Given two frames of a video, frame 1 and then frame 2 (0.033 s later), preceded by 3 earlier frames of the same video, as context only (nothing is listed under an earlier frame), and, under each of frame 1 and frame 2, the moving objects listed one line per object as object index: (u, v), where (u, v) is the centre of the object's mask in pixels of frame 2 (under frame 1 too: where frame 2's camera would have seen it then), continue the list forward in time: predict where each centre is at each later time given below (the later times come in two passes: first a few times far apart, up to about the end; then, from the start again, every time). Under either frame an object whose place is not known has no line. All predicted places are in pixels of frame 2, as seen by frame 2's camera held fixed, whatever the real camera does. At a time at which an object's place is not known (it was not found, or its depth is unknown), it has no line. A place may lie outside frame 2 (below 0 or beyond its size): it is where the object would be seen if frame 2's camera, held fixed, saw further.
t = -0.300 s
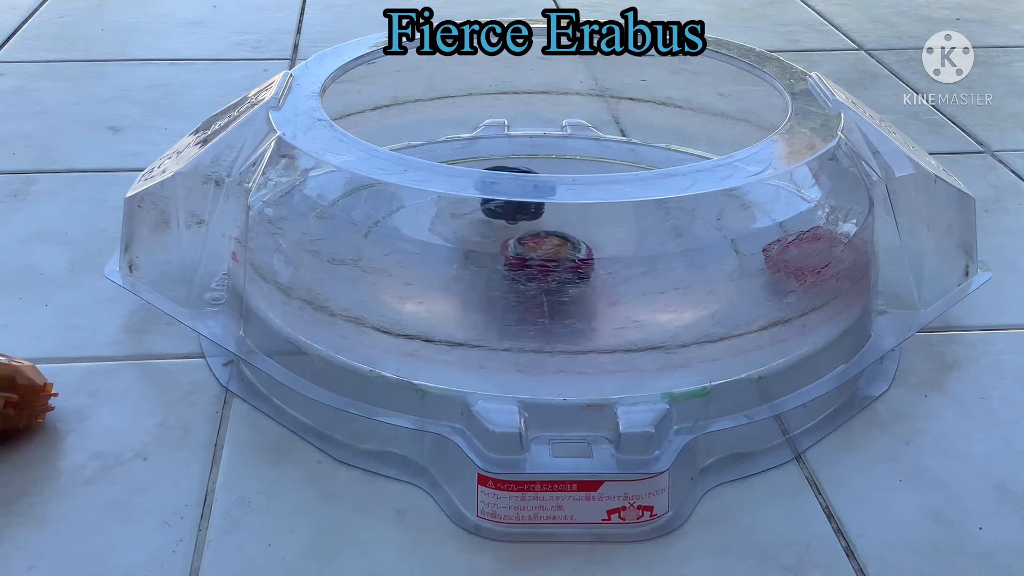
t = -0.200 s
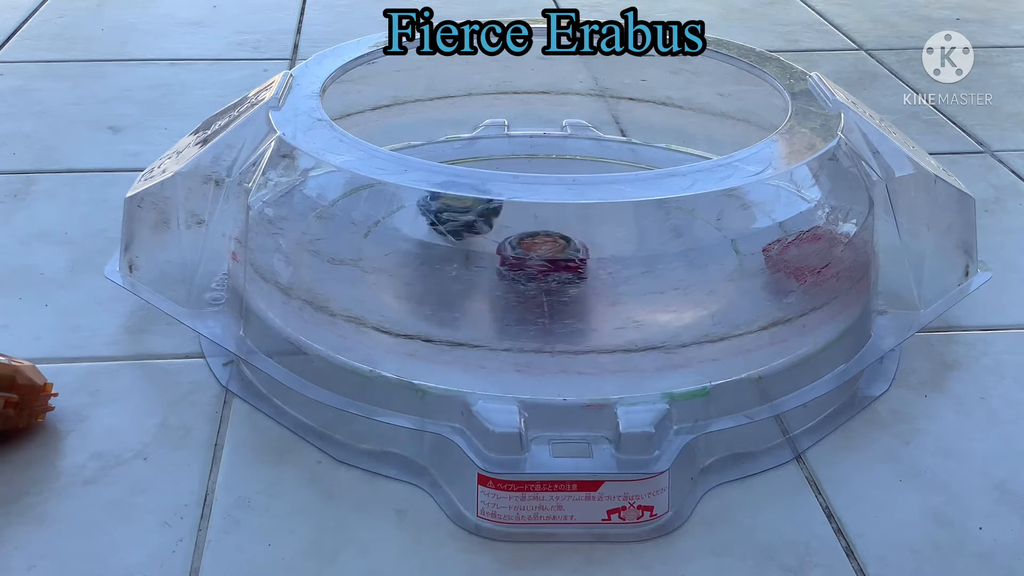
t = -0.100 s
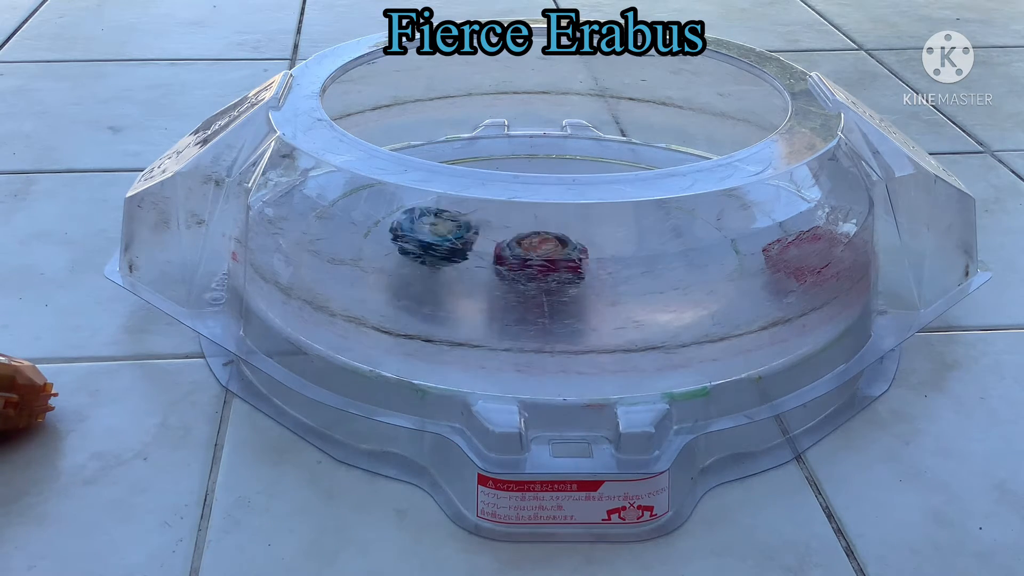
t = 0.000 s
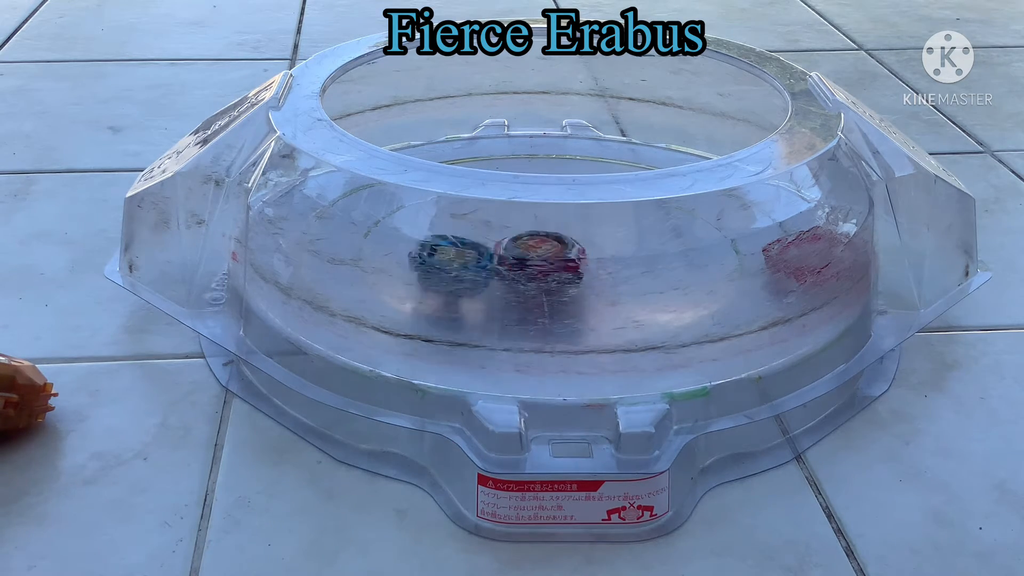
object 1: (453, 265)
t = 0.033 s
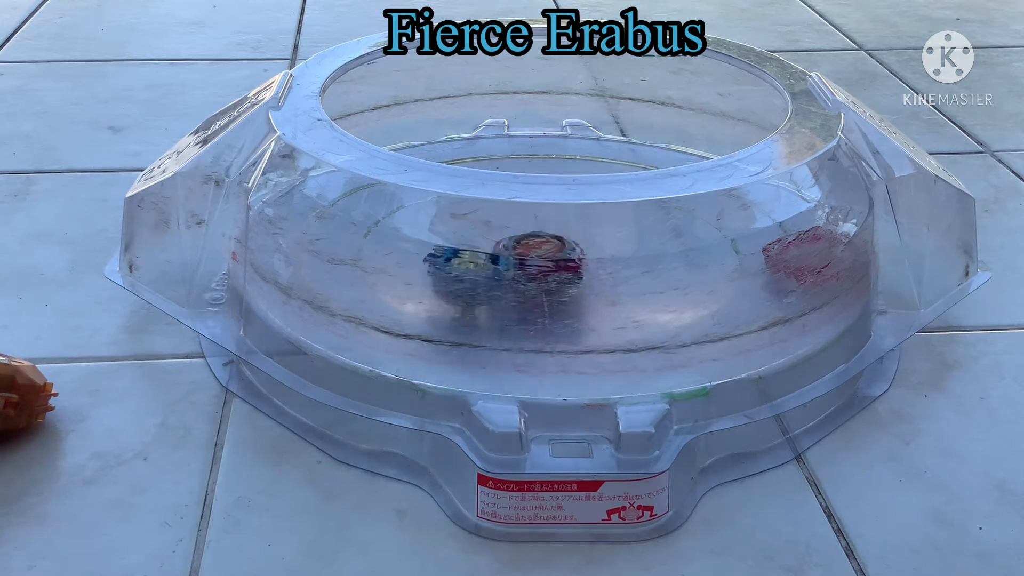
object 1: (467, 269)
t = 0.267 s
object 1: (632, 278)
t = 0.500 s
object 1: (641, 220)
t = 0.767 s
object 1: (484, 213)
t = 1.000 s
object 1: (454, 261)
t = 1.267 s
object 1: (625, 278)
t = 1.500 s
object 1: (634, 222)
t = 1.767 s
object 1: (486, 215)
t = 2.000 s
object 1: (467, 265)
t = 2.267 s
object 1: (629, 273)
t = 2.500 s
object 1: (615, 221)
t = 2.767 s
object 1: (474, 222)
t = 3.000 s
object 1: (490, 275)
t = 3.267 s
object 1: (637, 257)
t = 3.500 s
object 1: (587, 216)
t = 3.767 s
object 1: (477, 220)
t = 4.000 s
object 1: (475, 260)
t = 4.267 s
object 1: (605, 262)
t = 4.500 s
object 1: (596, 223)
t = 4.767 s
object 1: (540, 214)
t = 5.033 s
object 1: (521, 220)
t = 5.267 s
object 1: (537, 243)
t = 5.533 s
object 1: (537, 247)
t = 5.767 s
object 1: (538, 247)
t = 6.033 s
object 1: (486, 242)
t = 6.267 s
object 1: (467, 223)
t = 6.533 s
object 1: (499, 217)
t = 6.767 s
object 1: (646, 226)
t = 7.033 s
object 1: (641, 228)
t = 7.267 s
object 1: (621, 242)
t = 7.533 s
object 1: (613, 252)
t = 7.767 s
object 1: (613, 254)
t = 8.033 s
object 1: (610, 256)
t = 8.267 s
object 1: (610, 254)
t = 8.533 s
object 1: (609, 254)
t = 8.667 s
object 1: (609, 254)
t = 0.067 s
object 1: (489, 279)
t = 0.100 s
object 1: (522, 287)
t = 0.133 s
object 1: (544, 289)
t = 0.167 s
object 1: (573, 290)
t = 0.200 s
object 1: (591, 288)
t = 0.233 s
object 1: (617, 285)
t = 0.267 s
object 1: (632, 278)
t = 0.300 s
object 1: (648, 270)
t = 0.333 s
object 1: (659, 261)
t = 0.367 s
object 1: (664, 252)
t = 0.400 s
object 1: (666, 243)
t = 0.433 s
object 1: (661, 234)
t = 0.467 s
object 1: (652, 225)
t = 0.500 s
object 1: (641, 220)
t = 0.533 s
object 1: (627, 217)
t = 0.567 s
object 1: (609, 215)
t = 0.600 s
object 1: (588, 214)
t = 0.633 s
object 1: (567, 213)
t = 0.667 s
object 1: (545, 213)
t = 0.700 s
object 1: (523, 212)
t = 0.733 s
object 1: (504, 212)
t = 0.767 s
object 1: (484, 213)
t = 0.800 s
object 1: (470, 214)
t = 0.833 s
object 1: (456, 219)
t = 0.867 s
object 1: (446, 226)
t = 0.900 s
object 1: (440, 233)
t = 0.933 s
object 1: (439, 242)
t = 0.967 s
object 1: (445, 251)
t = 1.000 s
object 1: (454, 261)
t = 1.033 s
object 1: (467, 269)
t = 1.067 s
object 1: (484, 277)
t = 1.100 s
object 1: (503, 283)
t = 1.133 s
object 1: (531, 286)
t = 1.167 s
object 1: (553, 284)
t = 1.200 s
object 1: (579, 285)
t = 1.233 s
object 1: (603, 282)
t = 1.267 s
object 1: (625, 278)
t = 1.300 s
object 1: (640, 273)
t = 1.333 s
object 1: (649, 262)
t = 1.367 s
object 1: (654, 253)
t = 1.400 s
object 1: (657, 244)
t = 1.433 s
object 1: (653, 235)
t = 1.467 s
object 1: (646, 227)
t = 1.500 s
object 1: (634, 222)
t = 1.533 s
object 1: (621, 219)
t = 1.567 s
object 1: (603, 216)
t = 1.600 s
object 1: (586, 215)
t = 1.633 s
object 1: (564, 214)
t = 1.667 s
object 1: (543, 214)
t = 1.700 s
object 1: (522, 214)
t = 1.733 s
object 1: (505, 214)
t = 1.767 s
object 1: (486, 215)
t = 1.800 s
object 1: (474, 218)
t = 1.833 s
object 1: (462, 222)
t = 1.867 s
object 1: (454, 231)
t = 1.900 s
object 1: (450, 239)
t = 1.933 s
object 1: (451, 247)
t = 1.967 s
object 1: (457, 255)
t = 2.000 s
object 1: (467, 265)
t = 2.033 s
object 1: (480, 272)
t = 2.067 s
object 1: (497, 280)
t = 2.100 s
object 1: (519, 282)
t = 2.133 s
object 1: (544, 277)
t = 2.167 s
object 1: (570, 284)
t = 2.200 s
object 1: (598, 277)
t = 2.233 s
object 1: (619, 276)
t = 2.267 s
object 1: (629, 273)
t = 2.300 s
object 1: (641, 265)
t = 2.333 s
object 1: (646, 255)
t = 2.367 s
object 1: (650, 247)
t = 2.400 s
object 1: (647, 240)
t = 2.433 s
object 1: (639, 229)
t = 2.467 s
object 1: (629, 225)
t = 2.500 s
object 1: (615, 221)
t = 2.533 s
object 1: (601, 218)
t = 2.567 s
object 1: (582, 216)
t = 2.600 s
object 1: (560, 216)
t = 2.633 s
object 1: (540, 215)
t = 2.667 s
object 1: (519, 216)
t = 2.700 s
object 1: (503, 217)
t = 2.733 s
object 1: (487, 218)
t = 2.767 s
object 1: (474, 222)
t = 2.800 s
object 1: (463, 229)
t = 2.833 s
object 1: (457, 236)
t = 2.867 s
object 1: (456, 245)
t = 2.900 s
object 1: (459, 252)
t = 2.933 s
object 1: (467, 260)
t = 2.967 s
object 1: (475, 269)
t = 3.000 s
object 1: (490, 275)
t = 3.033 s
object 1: (512, 278)
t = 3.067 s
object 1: (537, 278)
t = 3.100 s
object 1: (559, 276)
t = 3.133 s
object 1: (585, 277)
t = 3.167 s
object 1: (603, 276)
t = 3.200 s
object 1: (621, 271)
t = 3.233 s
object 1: (633, 264)
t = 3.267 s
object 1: (637, 257)
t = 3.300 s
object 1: (642, 249)
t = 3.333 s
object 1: (643, 241)
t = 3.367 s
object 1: (637, 230)
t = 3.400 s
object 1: (628, 227)
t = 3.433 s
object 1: (617, 222)
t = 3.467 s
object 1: (604, 219)
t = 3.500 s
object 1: (587, 216)
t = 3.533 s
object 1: (572, 215)
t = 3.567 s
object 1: (555, 214)
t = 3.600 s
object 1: (539, 213)
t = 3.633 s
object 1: (523, 213)
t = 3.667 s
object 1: (507, 213)
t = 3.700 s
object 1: (493, 214)
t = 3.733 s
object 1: (483, 216)
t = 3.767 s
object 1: (477, 220)
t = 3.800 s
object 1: (472, 228)
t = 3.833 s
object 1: (471, 237)
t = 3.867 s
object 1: (469, 242)
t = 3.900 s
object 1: (465, 249)
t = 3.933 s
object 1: (465, 254)
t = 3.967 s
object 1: (469, 259)
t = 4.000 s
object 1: (475, 260)
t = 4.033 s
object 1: (483, 261)
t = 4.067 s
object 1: (497, 262)
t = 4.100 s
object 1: (516, 269)
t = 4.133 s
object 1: (542, 271)
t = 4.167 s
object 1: (559, 273)
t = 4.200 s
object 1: (577, 271)
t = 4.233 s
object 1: (590, 266)
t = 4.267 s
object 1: (605, 262)
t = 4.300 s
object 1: (609, 258)
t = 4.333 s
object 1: (615, 252)
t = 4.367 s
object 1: (619, 245)
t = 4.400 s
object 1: (619, 237)
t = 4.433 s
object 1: (614, 229)
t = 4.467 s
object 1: (608, 227)
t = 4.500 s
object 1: (596, 223)
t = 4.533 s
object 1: (583, 222)
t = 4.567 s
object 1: (570, 220)
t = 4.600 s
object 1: (565, 220)
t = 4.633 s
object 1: (559, 219)
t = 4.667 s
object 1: (556, 218)
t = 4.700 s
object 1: (552, 217)
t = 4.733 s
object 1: (545, 215)
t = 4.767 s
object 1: (540, 214)
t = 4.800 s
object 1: (535, 215)
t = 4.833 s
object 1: (532, 217)
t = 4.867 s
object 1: (529, 218)
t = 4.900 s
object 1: (528, 220)
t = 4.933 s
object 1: (528, 221)
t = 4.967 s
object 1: (525, 220)
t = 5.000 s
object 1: (524, 219)
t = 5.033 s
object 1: (521, 220)
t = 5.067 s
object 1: (522, 221)
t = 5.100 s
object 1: (523, 224)
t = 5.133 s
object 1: (526, 226)
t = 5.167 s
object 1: (528, 229)
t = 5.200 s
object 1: (532, 238)
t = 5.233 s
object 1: (539, 241)
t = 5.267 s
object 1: (537, 243)
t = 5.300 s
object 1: (536, 244)
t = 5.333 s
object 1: (535, 244)
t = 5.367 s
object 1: (536, 244)
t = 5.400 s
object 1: (539, 246)
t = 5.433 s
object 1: (542, 247)
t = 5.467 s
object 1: (541, 246)
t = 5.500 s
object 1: (537, 246)
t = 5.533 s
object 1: (537, 247)
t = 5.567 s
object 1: (537, 247)
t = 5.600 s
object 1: (537, 246)
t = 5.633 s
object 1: (539, 247)
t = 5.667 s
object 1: (539, 248)
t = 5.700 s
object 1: (541, 247)
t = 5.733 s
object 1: (543, 248)
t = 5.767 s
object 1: (538, 247)
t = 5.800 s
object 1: (532, 245)
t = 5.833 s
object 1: (524, 243)
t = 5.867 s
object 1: (517, 241)
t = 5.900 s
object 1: (508, 241)
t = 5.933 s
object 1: (501, 242)
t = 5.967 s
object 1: (499, 244)
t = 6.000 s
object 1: (493, 245)
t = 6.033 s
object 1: (486, 242)
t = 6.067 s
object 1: (479, 242)
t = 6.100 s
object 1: (475, 239)
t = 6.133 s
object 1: (472, 237)
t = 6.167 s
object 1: (469, 236)
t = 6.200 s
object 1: (468, 233)
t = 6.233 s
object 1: (466, 230)
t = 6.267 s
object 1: (467, 223)
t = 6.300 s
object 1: (467, 222)
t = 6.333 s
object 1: (471, 222)
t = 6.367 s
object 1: (475, 219)
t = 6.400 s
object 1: (480, 220)
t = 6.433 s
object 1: (485, 220)
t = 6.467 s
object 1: (487, 218)
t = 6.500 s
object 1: (492, 217)
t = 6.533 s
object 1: (499, 217)
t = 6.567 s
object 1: (513, 219)
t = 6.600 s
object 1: (536, 224)
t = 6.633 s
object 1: (563, 227)
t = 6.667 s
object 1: (589, 228)
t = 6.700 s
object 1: (611, 226)
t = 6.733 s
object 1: (630, 225)
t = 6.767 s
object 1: (646, 226)
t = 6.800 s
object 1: (656, 225)
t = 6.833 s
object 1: (664, 224)
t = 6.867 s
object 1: (668, 223)
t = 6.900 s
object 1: (667, 224)
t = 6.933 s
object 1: (662, 225)
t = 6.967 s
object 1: (654, 226)
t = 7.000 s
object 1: (648, 227)
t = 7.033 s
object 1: (641, 228)
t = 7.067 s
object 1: (636, 229)
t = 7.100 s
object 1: (630, 231)
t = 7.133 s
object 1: (626, 232)
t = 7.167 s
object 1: (622, 233)
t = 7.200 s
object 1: (620, 237)
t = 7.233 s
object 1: (619, 240)
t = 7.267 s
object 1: (621, 242)
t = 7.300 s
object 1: (622, 244)
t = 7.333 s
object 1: (620, 245)
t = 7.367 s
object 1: (615, 247)
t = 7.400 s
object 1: (614, 249)
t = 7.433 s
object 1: (613, 250)
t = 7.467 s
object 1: (612, 251)
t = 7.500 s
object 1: (613, 251)
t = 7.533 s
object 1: (613, 252)
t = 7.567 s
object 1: (611, 251)
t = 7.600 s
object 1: (610, 252)
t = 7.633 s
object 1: (610, 252)
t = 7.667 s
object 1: (610, 251)
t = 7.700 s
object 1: (613, 254)
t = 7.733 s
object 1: (614, 254)
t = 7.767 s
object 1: (613, 254)
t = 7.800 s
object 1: (613, 255)
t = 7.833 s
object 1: (611, 253)
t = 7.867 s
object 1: (611, 253)
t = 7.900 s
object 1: (610, 252)
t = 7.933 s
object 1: (612, 254)
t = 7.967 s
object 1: (613, 254)
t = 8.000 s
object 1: (611, 256)
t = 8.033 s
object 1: (610, 256)
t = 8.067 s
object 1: (611, 256)
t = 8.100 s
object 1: (612, 254)
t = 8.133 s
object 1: (610, 254)
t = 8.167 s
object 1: (610, 253)
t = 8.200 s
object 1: (610, 253)
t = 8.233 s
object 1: (610, 254)
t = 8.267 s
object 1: (610, 254)
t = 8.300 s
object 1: (610, 255)
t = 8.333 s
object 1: (610, 254)
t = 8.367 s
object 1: (609, 253)
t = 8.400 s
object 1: (609, 254)
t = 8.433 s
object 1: (609, 253)
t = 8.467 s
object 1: (609, 254)
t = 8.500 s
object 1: (609, 254)
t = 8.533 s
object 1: (609, 254)
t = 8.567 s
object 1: (609, 254)
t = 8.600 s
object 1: (609, 254)
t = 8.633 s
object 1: (609, 254)
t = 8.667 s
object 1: (609, 254)
